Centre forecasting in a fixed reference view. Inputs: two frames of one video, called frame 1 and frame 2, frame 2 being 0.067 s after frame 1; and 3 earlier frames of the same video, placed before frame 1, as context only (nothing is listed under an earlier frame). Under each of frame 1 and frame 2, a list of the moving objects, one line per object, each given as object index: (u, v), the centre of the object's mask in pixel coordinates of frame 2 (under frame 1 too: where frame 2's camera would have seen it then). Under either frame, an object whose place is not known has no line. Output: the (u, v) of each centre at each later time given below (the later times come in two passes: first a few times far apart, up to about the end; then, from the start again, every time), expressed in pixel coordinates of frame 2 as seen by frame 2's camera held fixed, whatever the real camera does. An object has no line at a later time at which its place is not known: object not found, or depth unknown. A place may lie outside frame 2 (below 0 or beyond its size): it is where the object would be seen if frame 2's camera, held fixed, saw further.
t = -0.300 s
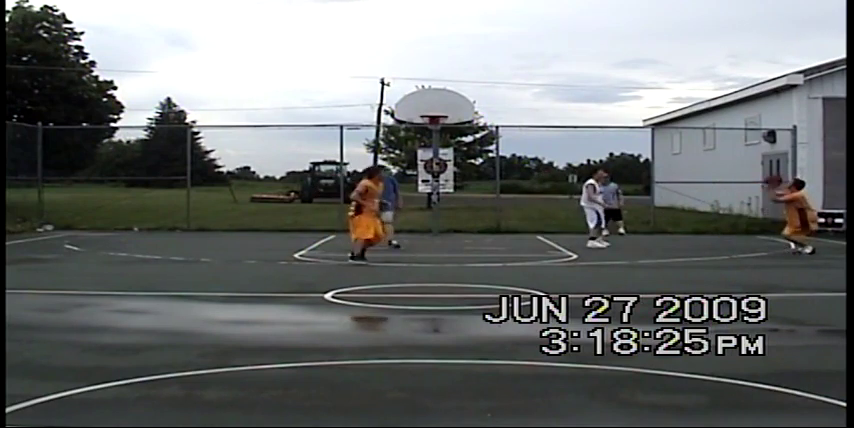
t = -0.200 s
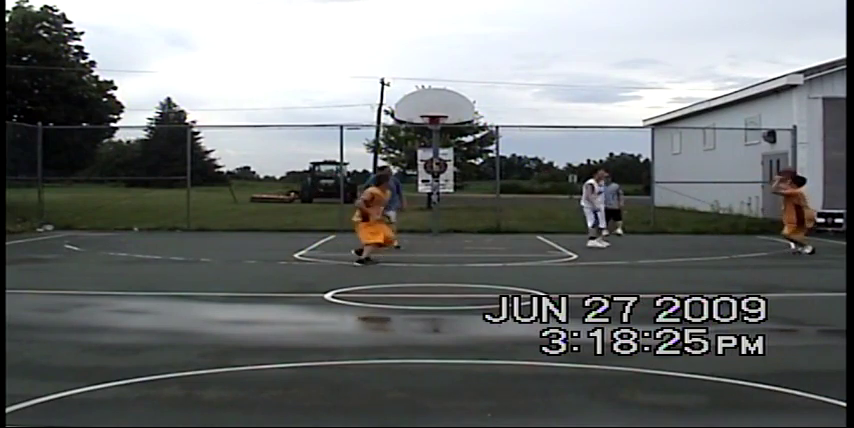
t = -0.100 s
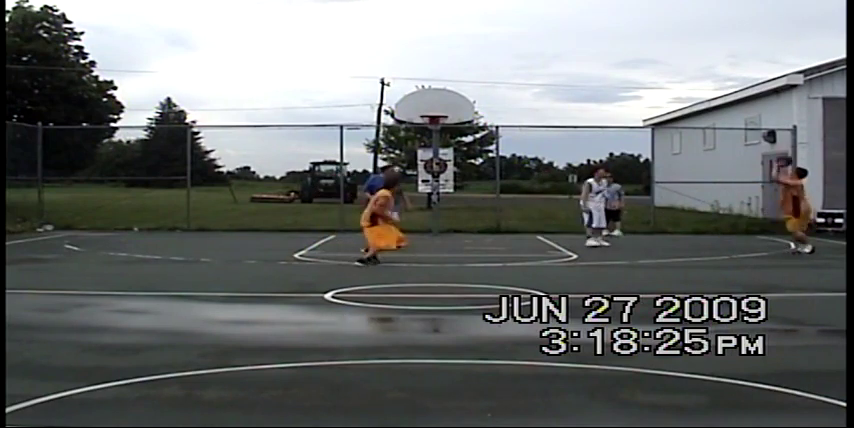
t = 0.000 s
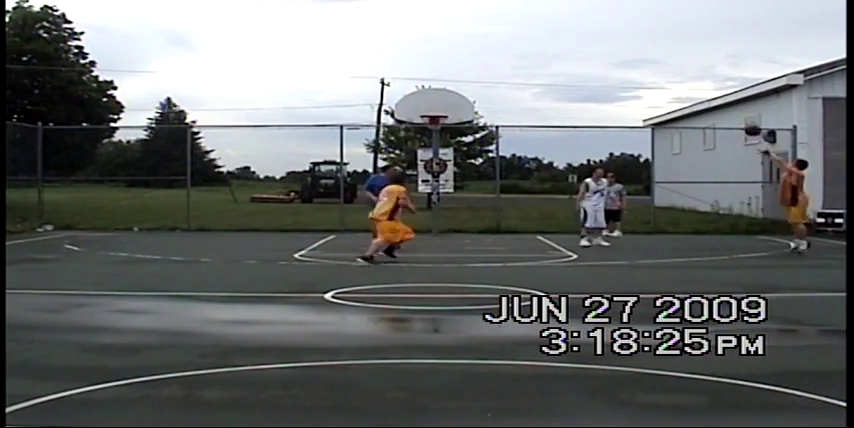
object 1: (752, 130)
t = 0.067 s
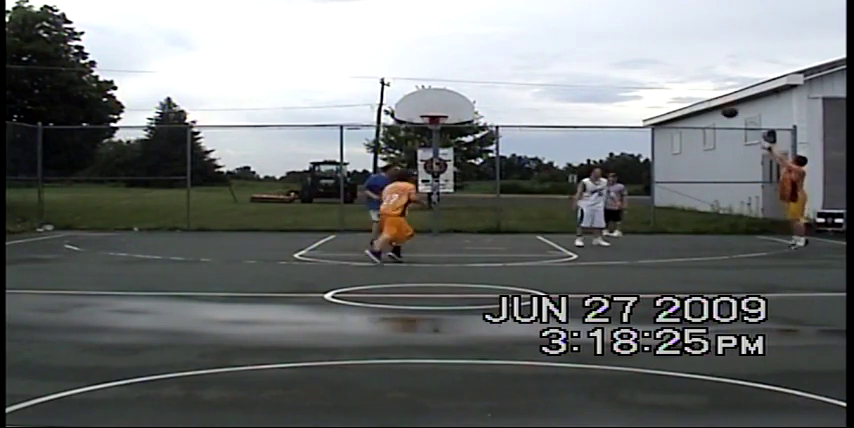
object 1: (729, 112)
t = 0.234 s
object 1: (674, 78)
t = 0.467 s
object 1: (602, 56)
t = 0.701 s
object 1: (538, 60)
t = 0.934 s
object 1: (480, 85)
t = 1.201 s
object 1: (425, 105)
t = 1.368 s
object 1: (402, 100)
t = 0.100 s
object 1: (717, 103)
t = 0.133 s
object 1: (707, 97)
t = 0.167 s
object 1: (695, 90)
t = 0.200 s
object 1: (685, 83)
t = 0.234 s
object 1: (674, 78)
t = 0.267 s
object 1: (663, 73)
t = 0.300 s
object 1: (653, 69)
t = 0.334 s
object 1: (642, 65)
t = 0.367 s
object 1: (632, 62)
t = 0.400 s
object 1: (622, 60)
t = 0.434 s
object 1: (612, 58)
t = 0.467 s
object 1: (602, 56)
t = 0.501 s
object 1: (593, 55)
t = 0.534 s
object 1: (583, 55)
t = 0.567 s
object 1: (575, 55)
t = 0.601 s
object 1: (565, 56)
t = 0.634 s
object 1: (556, 57)
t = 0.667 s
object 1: (547, 58)
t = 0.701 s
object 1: (538, 60)
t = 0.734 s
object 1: (530, 62)
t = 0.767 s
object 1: (521, 65)
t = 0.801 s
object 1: (513, 68)
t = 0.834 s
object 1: (504, 72)
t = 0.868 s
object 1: (496, 76)
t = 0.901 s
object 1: (488, 80)
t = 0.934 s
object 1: (480, 85)
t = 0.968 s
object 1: (473, 91)
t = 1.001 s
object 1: (465, 96)
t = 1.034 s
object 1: (457, 102)
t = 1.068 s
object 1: (450, 108)
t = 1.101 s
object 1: (443, 112)
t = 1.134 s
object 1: (437, 109)
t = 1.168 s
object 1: (431, 107)
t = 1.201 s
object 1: (425, 105)
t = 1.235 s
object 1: (419, 104)
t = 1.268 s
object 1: (414, 103)
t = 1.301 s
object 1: (410, 101)
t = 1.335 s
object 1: (406, 100)
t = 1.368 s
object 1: (402, 100)
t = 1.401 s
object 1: (398, 99)
